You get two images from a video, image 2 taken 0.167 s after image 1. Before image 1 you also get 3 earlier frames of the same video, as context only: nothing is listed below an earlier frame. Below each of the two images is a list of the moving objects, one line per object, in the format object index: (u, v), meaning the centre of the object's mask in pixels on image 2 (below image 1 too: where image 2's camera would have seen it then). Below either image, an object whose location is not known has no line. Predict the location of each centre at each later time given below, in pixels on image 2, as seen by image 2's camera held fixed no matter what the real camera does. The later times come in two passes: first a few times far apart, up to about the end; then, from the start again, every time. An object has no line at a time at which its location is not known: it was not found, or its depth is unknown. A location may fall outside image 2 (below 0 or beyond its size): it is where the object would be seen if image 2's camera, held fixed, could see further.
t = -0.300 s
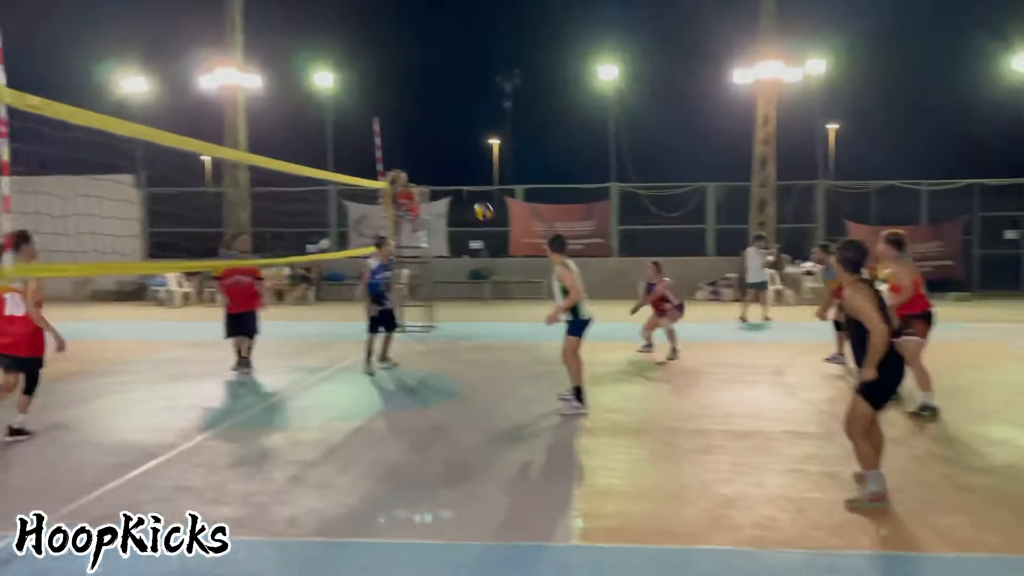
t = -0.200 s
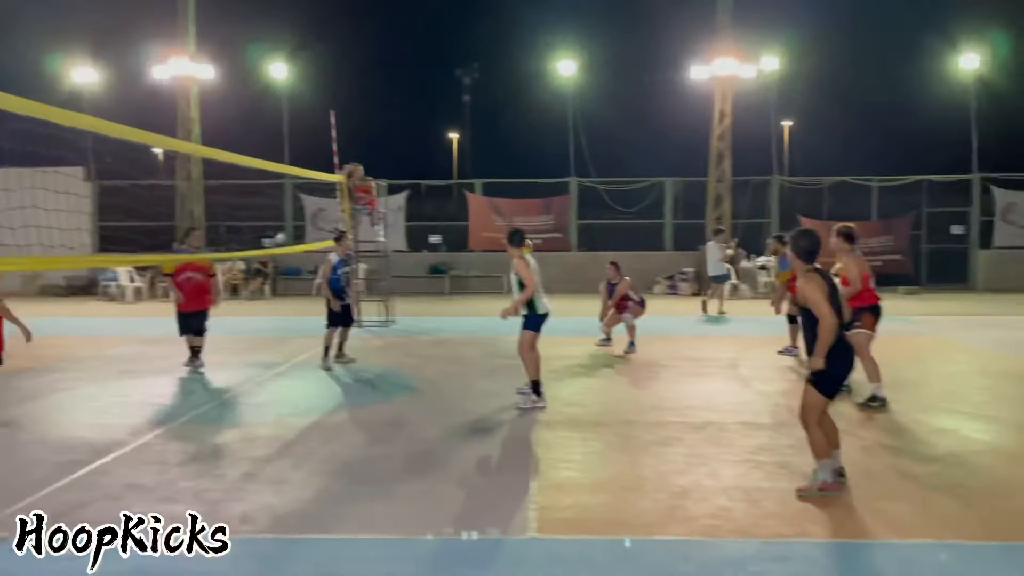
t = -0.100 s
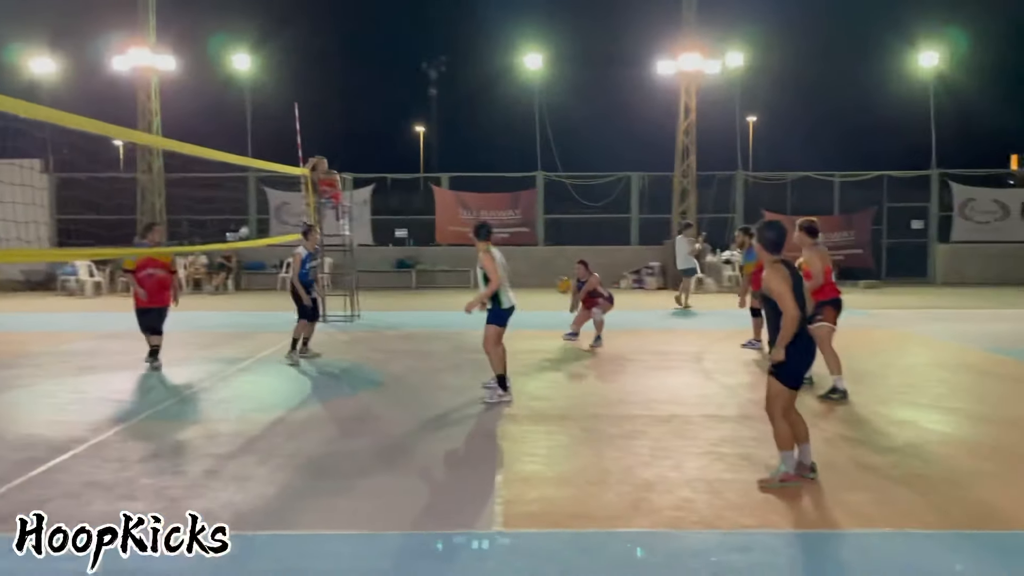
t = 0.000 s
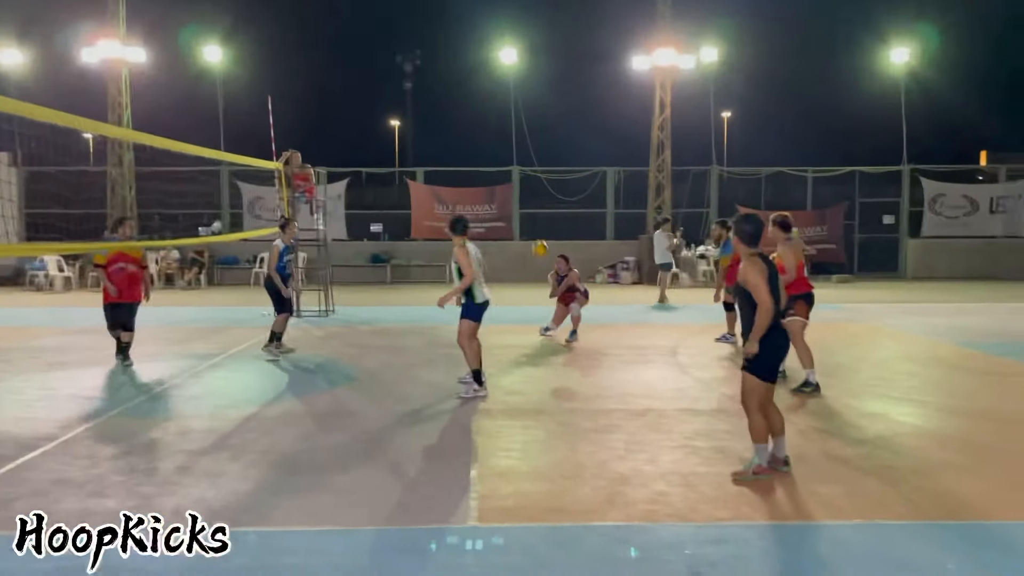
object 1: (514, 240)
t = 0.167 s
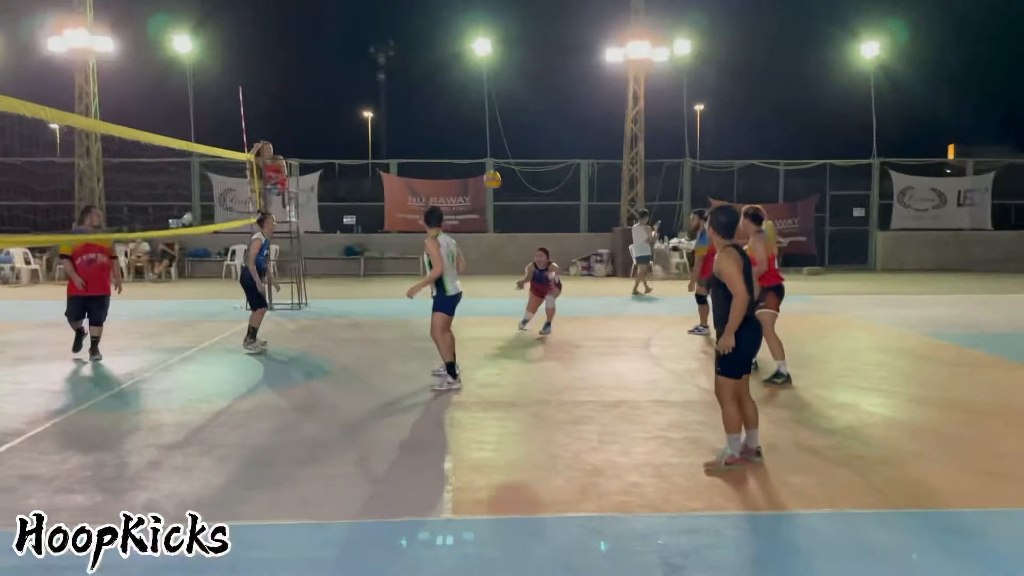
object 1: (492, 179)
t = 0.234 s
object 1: (483, 160)
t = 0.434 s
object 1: (457, 122)
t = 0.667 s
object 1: (425, 117)
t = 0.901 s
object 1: (393, 156)
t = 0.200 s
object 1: (488, 169)
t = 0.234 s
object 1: (483, 160)
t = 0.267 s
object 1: (479, 151)
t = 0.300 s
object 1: (475, 144)
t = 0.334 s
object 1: (470, 137)
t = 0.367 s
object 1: (466, 131)
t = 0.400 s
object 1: (461, 126)
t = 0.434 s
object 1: (457, 122)
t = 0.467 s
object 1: (452, 119)
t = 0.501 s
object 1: (448, 116)
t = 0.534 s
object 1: (443, 114)
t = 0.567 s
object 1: (439, 114)
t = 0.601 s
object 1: (434, 114)
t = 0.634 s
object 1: (430, 115)
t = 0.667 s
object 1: (425, 117)
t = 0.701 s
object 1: (420, 120)
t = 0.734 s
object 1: (416, 124)
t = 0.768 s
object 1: (412, 128)
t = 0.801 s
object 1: (407, 134)
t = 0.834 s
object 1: (403, 141)
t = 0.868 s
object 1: (398, 148)
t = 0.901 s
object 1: (393, 156)
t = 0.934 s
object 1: (389, 166)
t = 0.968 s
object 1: (384, 176)
